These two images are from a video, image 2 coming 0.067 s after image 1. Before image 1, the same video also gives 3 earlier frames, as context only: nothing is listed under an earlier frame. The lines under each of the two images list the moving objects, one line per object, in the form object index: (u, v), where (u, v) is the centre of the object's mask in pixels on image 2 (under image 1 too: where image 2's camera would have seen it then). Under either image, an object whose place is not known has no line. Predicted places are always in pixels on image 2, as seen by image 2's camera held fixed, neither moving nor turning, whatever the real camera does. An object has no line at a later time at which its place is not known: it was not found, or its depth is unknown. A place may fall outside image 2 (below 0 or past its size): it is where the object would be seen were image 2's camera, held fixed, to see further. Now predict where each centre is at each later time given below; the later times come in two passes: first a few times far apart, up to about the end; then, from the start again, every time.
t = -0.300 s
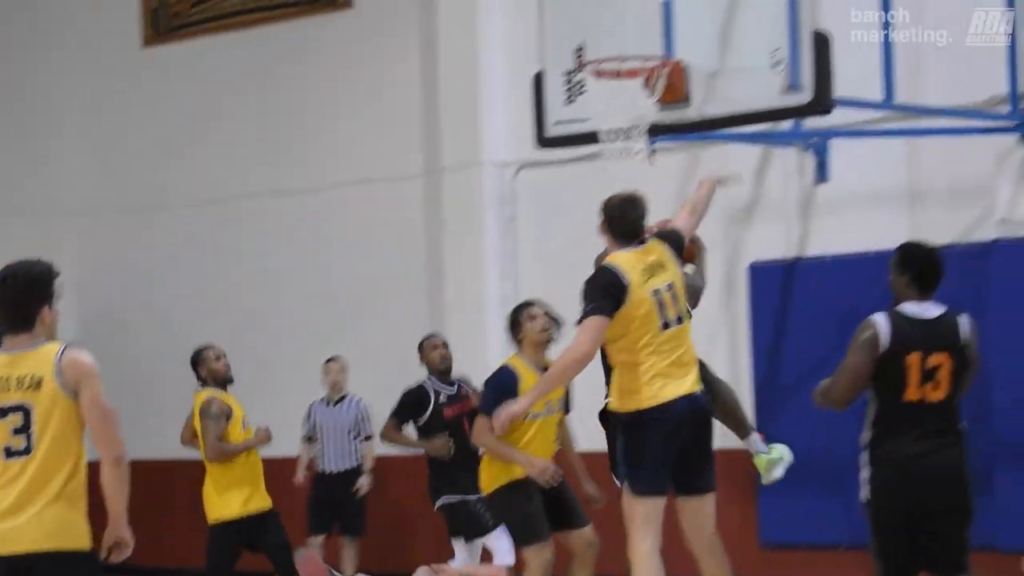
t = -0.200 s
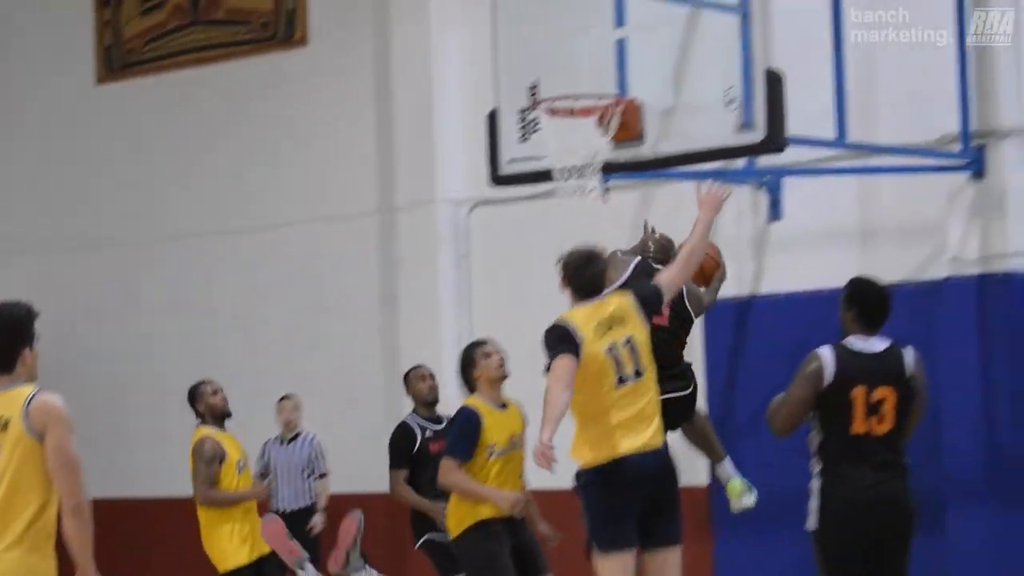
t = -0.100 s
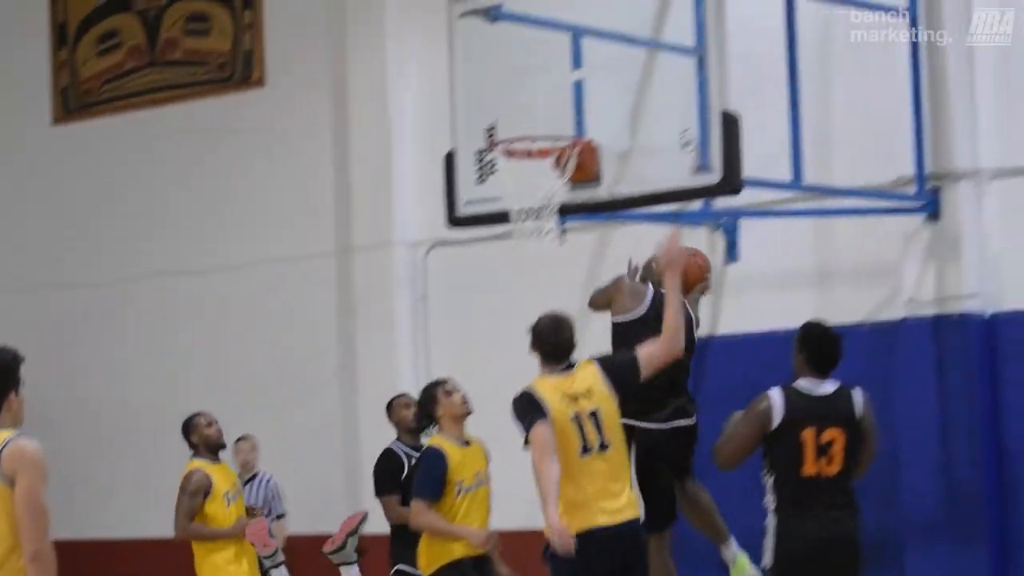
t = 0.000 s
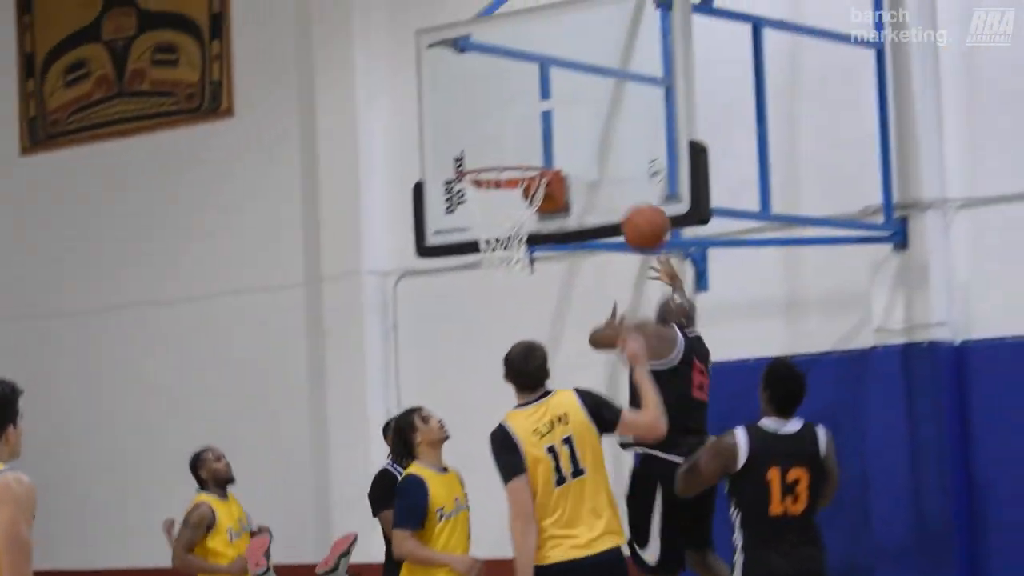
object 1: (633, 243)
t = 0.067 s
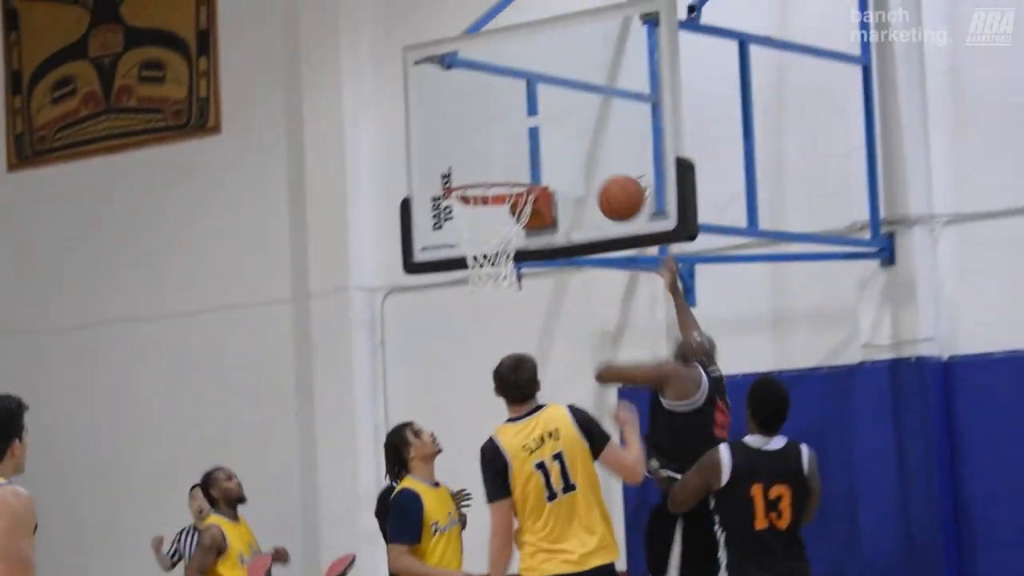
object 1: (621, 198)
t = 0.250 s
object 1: (592, 120)
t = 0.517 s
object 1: (555, 126)
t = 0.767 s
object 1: (521, 150)
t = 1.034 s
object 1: (486, 205)
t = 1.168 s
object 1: (478, 268)
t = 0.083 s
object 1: (618, 187)
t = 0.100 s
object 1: (615, 178)
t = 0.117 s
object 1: (612, 170)
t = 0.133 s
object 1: (610, 162)
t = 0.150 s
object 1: (607, 154)
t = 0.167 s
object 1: (604, 147)
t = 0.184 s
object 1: (602, 141)
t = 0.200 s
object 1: (599, 135)
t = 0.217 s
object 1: (597, 129)
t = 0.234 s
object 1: (594, 124)
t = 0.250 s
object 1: (592, 120)
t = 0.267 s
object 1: (589, 116)
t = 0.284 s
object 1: (586, 113)
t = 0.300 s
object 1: (584, 110)
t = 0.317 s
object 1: (581, 108)
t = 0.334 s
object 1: (579, 107)
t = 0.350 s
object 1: (576, 106)
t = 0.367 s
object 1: (574, 106)
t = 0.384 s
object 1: (572, 106)
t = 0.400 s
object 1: (570, 107)
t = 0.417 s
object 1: (567, 107)
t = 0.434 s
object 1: (565, 109)
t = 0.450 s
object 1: (563, 111)
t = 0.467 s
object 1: (561, 114)
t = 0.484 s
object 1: (558, 117)
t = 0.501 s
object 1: (556, 121)
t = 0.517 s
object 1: (555, 126)
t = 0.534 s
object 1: (553, 131)
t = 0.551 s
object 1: (551, 136)
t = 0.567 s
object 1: (549, 142)
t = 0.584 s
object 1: (547, 148)
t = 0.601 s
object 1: (545, 155)
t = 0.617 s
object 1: (542, 161)
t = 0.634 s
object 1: (539, 164)
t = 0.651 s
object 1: (536, 165)
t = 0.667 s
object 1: (534, 162)
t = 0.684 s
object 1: (531, 159)
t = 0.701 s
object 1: (529, 156)
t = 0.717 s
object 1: (527, 154)
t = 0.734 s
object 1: (525, 152)
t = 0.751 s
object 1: (523, 151)
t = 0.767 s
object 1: (521, 150)
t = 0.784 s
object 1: (519, 149)
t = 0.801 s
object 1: (516, 150)
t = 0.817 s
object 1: (515, 150)
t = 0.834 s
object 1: (512, 151)
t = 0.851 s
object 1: (510, 153)
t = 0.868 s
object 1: (508, 155)
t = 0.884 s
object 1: (507, 157)
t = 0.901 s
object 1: (505, 160)
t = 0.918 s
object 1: (503, 163)
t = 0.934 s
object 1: (501, 165)
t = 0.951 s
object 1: (499, 167)
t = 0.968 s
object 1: (497, 170)
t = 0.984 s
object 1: (494, 173)
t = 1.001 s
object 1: (492, 189)
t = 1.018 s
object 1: (489, 196)
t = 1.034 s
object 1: (486, 205)
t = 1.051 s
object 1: (485, 212)
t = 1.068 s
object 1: (486, 219)
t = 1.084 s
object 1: (484, 229)
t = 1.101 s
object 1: (484, 239)
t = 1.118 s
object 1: (481, 246)
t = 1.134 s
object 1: (480, 254)
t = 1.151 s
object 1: (478, 260)
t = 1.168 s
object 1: (478, 268)
